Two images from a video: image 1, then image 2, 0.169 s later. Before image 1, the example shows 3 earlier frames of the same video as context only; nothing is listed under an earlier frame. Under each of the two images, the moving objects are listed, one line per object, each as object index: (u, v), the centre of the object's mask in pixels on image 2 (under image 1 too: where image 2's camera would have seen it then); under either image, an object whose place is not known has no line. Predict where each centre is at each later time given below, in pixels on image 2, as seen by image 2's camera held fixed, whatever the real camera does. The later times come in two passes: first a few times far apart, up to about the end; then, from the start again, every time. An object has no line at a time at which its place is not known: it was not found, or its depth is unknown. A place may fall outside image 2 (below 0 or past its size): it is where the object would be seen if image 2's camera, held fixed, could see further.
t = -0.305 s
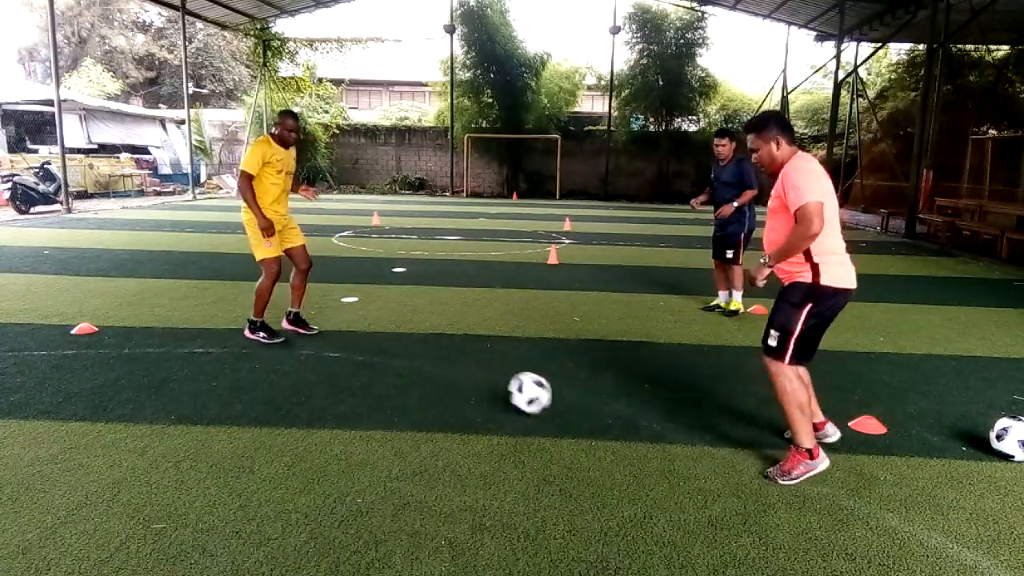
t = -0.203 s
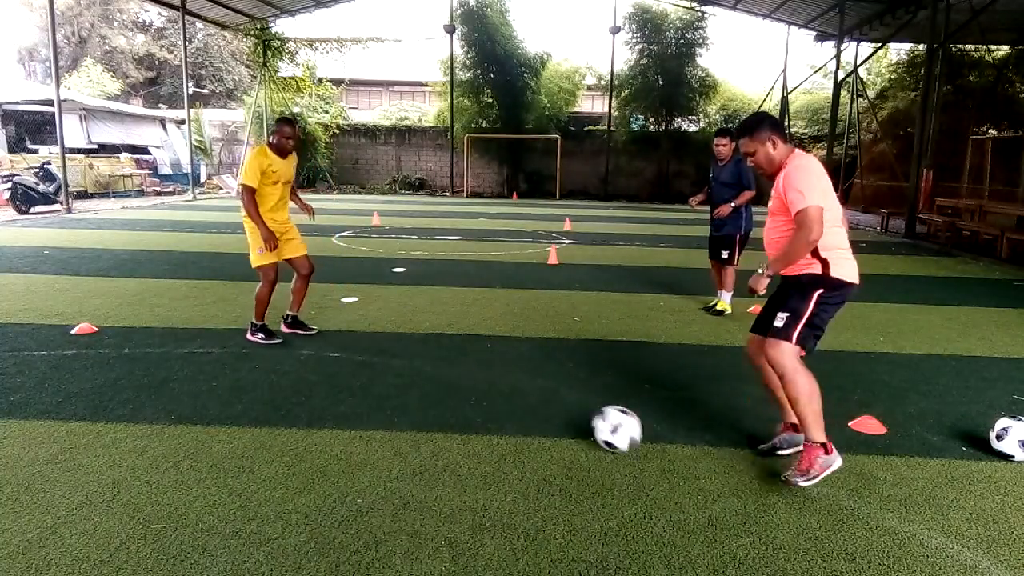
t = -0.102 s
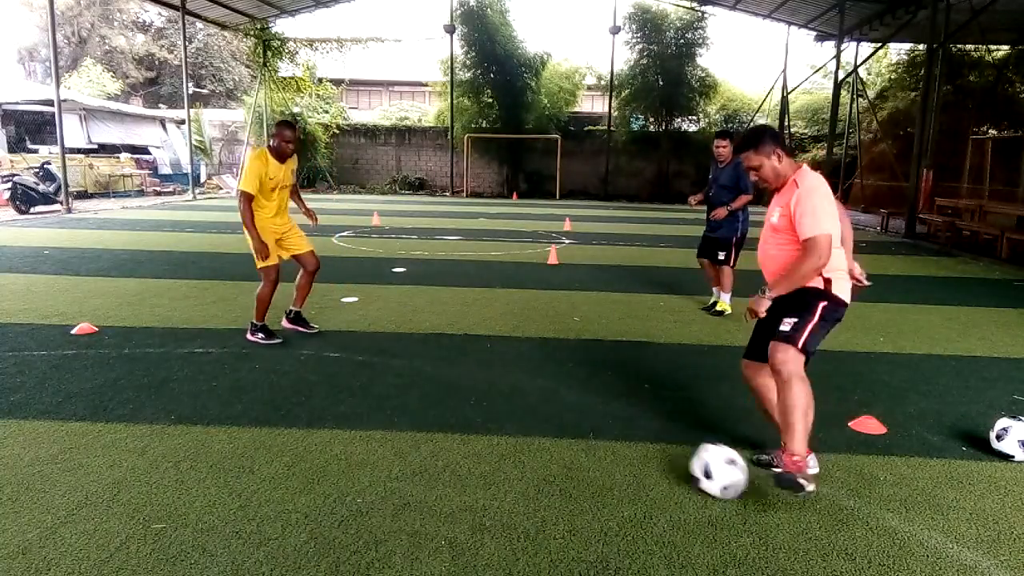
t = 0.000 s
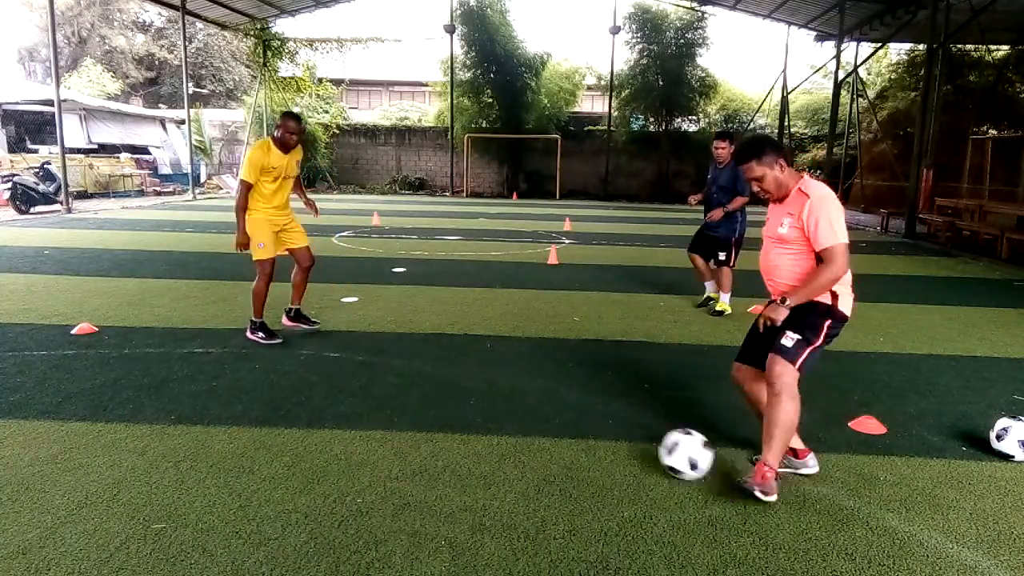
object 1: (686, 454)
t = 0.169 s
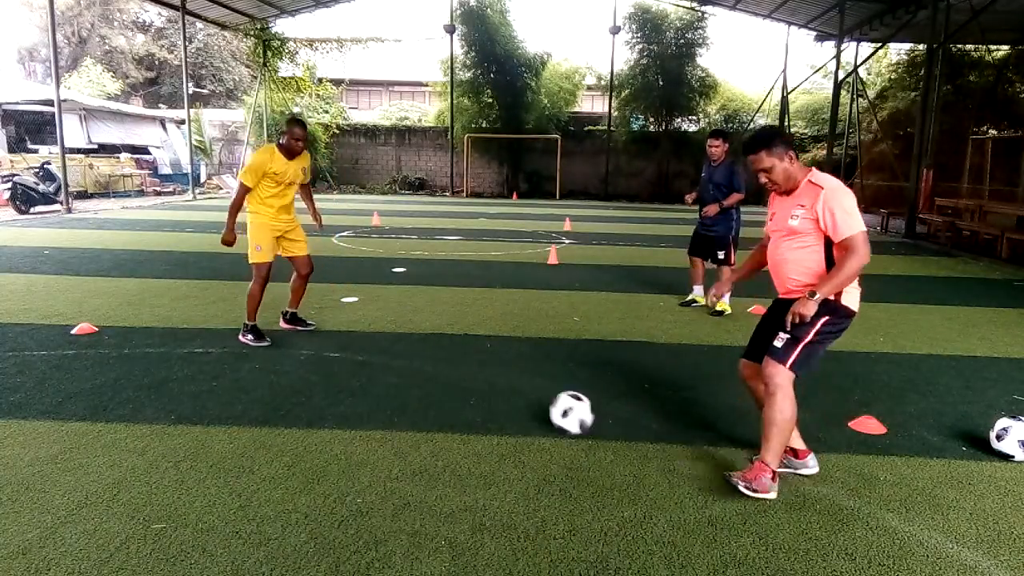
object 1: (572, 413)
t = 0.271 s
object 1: (524, 395)
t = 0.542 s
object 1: (443, 363)
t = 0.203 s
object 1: (554, 407)
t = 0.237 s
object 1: (538, 402)
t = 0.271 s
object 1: (524, 395)
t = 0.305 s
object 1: (511, 391)
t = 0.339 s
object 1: (498, 386)
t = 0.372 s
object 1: (487, 382)
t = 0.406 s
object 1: (477, 378)
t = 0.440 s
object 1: (468, 374)
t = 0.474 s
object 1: (459, 370)
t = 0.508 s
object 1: (451, 367)
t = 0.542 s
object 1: (443, 363)
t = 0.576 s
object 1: (435, 360)
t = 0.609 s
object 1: (427, 356)
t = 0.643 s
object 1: (419, 354)
